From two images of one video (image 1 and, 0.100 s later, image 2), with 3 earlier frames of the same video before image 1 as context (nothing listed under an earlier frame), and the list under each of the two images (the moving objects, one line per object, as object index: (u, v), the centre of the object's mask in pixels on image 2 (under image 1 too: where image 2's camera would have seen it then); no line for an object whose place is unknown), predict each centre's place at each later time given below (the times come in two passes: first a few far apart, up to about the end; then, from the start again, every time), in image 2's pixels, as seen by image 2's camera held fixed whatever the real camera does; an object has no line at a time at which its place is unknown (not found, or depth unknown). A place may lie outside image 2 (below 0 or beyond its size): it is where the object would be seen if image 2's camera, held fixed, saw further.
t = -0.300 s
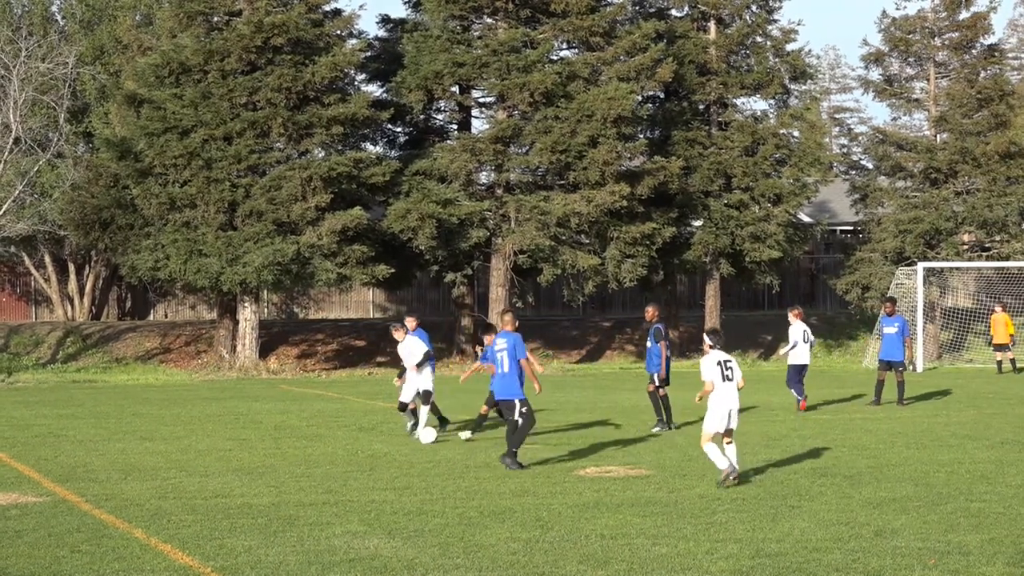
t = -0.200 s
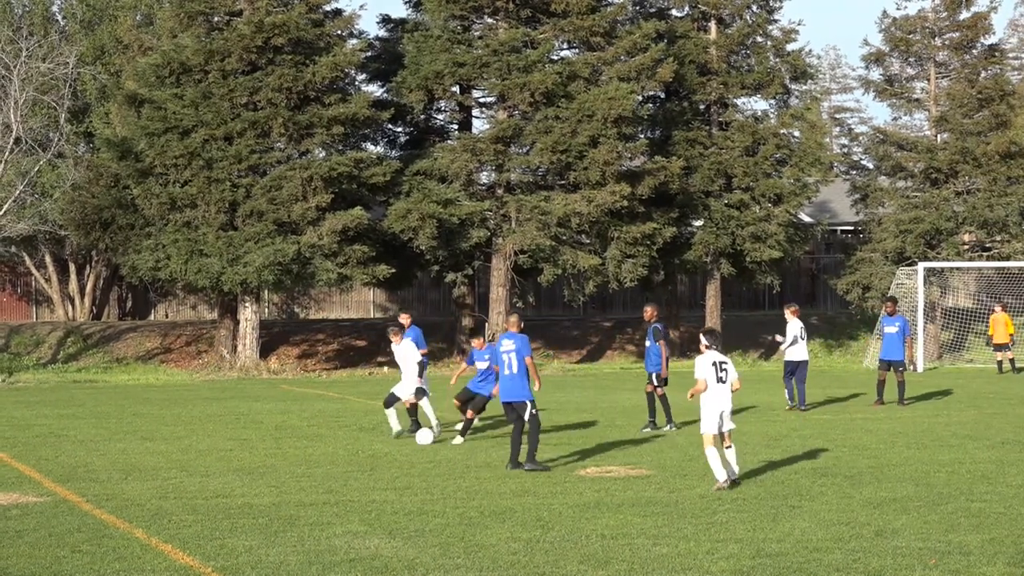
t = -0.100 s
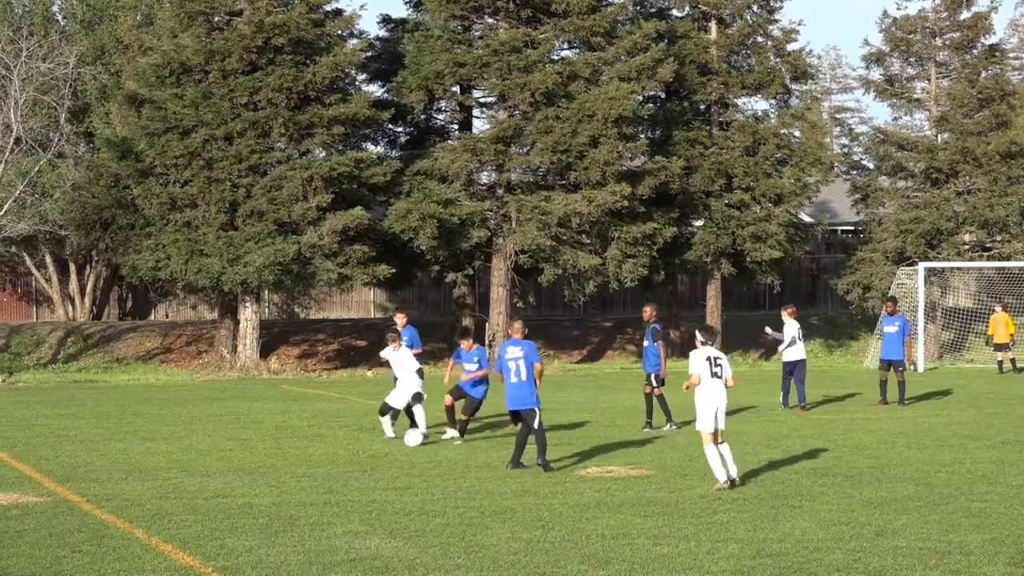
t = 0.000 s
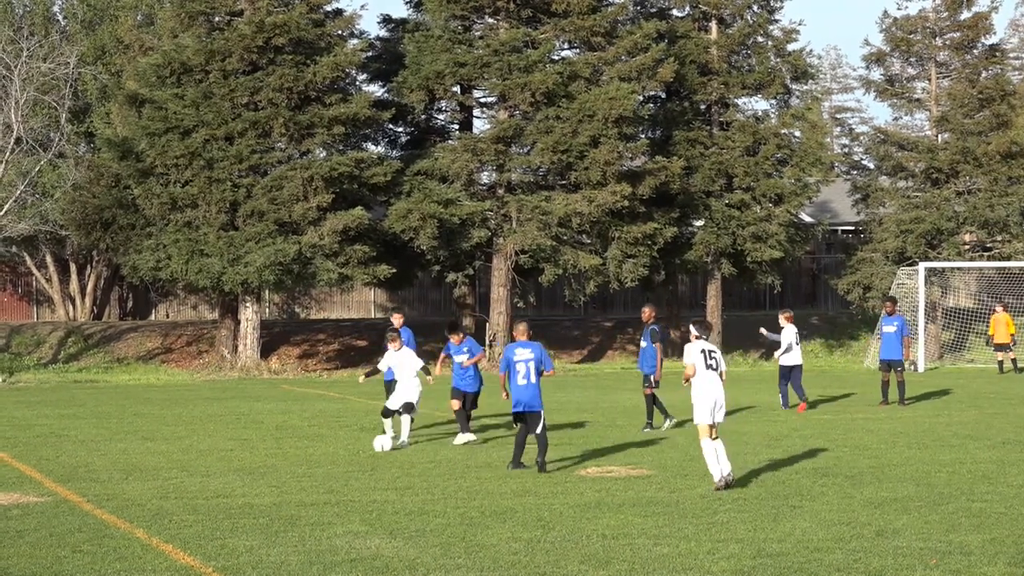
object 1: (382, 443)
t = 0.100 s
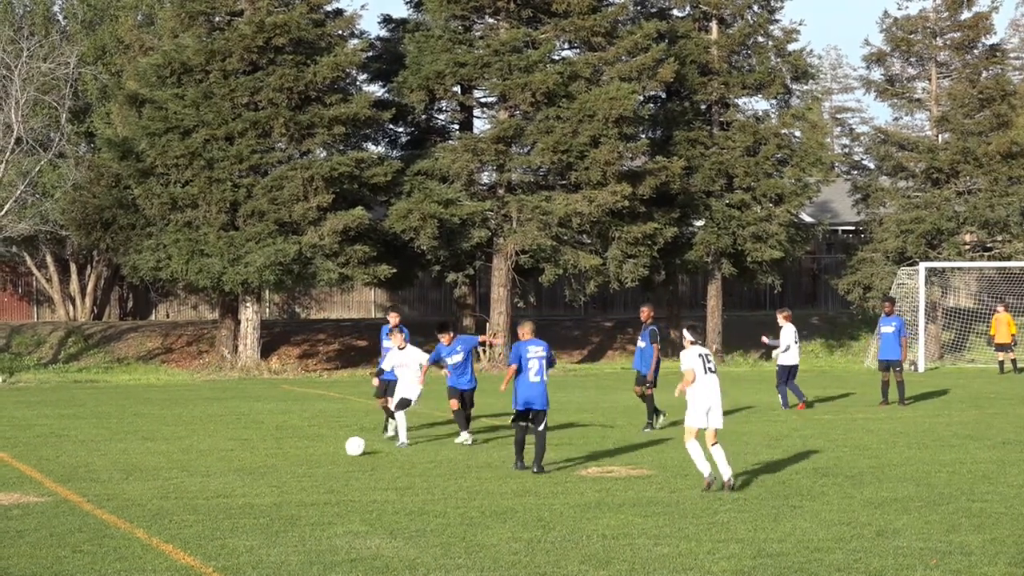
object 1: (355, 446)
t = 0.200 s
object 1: (329, 450)
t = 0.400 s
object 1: (286, 459)
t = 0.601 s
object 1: (252, 466)
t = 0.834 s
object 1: (214, 471)
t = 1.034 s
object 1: (181, 476)
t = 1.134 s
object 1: (164, 477)
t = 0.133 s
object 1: (346, 448)
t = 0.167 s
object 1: (336, 451)
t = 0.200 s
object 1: (329, 450)
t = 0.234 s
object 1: (322, 450)
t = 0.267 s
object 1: (314, 451)
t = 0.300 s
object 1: (307, 452)
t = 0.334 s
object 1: (299, 455)
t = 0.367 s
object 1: (292, 459)
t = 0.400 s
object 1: (286, 459)
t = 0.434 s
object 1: (280, 460)
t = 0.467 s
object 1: (274, 460)
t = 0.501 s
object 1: (268, 461)
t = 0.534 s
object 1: (263, 464)
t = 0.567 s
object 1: (257, 465)
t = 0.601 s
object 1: (252, 466)
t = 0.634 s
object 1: (246, 467)
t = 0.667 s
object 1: (240, 468)
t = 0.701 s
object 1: (235, 468)
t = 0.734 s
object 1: (230, 470)
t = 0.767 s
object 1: (225, 470)
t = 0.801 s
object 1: (219, 470)
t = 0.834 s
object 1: (214, 471)
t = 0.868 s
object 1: (208, 472)
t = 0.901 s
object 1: (203, 473)
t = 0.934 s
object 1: (197, 473)
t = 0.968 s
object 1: (192, 473)
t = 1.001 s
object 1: (186, 475)
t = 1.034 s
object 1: (181, 476)
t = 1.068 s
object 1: (175, 477)
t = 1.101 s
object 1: (169, 477)
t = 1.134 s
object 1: (164, 477)
